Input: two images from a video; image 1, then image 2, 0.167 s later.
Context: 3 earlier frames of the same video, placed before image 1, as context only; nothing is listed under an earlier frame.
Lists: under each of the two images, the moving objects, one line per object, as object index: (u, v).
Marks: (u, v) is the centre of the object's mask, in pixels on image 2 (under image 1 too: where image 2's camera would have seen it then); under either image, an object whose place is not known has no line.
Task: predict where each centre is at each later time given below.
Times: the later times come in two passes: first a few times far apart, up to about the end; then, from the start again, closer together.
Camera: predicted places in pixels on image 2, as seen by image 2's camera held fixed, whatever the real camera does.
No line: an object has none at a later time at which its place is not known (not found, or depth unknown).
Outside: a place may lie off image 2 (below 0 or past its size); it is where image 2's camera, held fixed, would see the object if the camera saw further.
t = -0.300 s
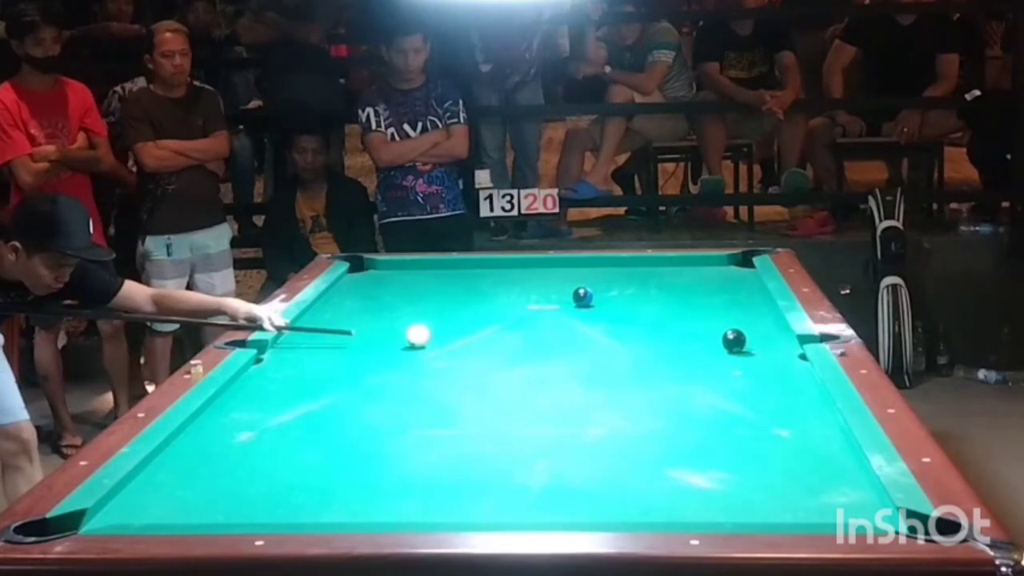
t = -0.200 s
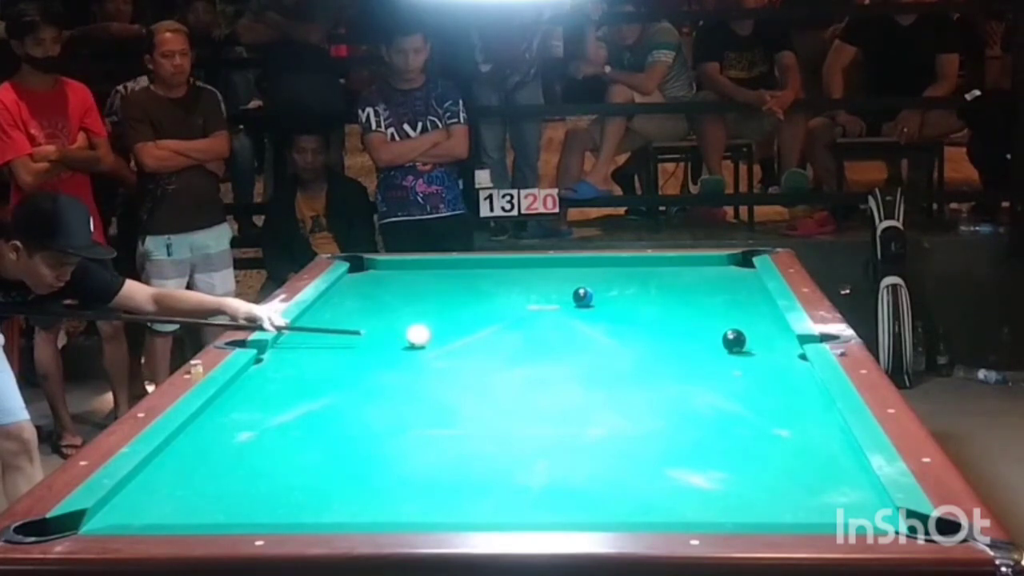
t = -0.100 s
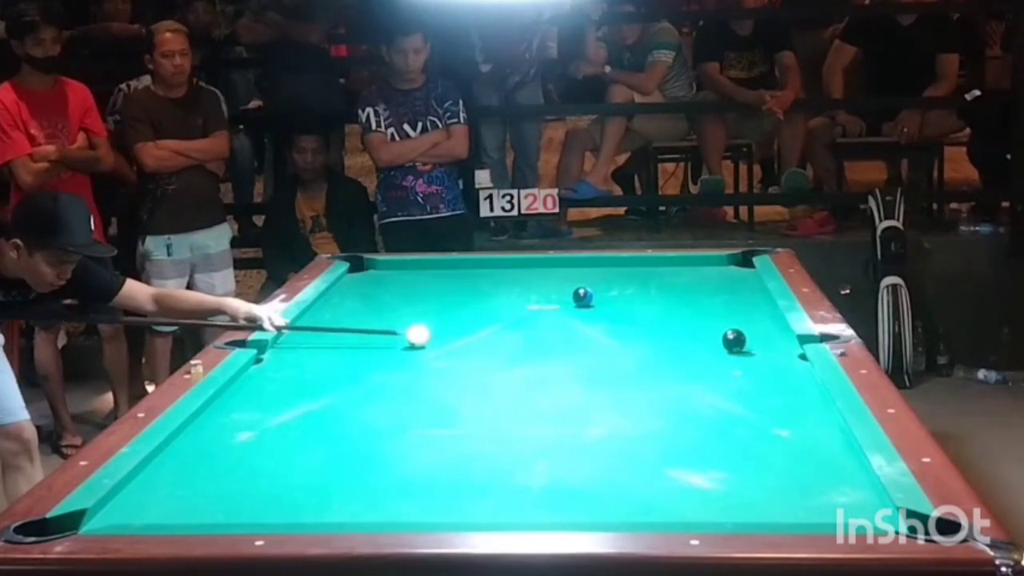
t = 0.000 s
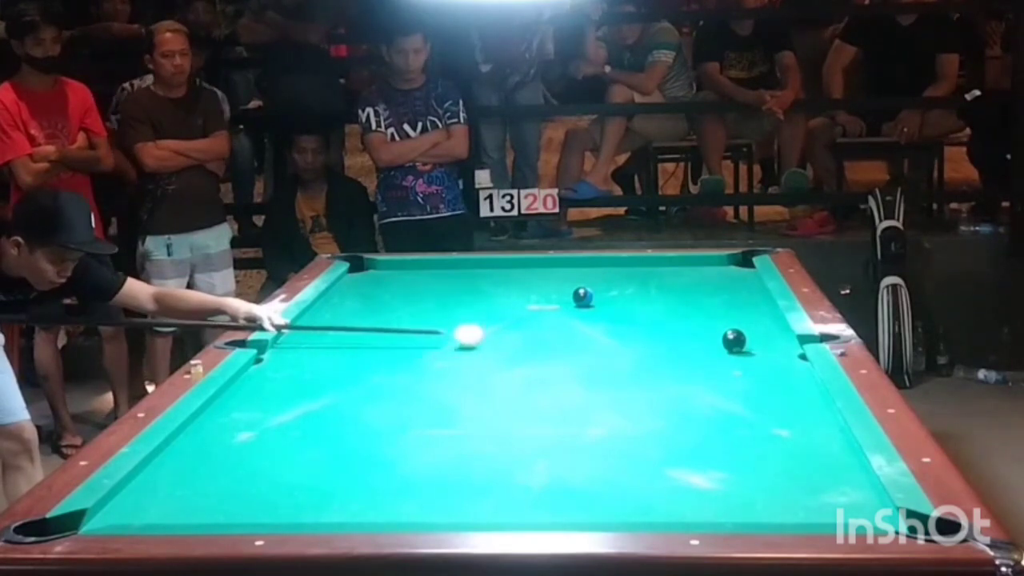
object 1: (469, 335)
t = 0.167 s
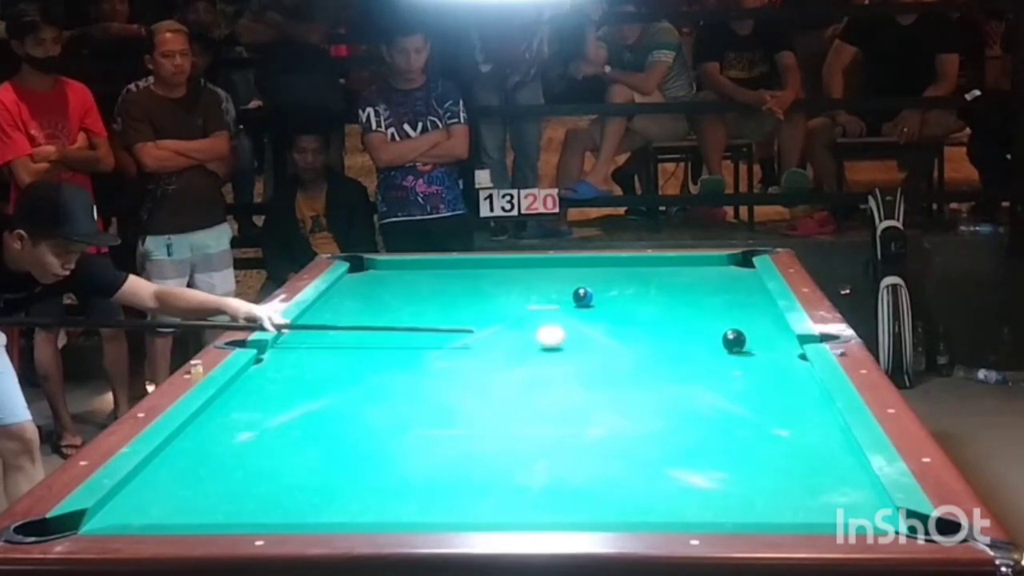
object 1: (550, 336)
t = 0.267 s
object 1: (599, 337)
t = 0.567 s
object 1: (715, 337)
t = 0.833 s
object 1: (752, 333)
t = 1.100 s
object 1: (775, 329)
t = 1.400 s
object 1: (752, 324)
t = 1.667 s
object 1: (734, 320)
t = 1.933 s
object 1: (719, 317)
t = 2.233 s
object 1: (704, 314)
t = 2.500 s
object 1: (693, 312)
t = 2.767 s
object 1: (684, 310)
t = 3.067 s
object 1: (677, 310)
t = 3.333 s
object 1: (671, 308)
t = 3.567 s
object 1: (667, 308)
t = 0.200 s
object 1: (567, 336)
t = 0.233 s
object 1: (583, 337)
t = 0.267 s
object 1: (599, 337)
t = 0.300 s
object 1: (616, 337)
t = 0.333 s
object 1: (632, 337)
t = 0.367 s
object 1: (649, 337)
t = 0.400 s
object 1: (665, 338)
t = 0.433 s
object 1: (682, 338)
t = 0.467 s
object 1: (698, 338)
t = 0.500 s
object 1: (710, 338)
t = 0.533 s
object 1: (712, 337)
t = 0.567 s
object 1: (715, 337)
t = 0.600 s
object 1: (719, 336)
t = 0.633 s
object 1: (724, 336)
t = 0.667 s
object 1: (728, 335)
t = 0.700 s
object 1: (733, 335)
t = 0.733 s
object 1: (738, 334)
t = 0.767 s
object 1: (742, 334)
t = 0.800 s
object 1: (747, 333)
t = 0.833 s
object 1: (752, 333)
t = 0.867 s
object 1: (756, 333)
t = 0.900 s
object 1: (761, 332)
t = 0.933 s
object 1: (766, 332)
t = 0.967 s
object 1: (770, 332)
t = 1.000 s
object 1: (774, 331)
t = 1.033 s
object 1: (778, 331)
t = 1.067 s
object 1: (778, 330)
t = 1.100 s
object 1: (775, 329)
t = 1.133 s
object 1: (772, 328)
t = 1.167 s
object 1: (770, 328)
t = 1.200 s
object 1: (767, 327)
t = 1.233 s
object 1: (764, 327)
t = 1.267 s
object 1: (762, 327)
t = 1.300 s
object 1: (759, 326)
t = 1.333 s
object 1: (757, 325)
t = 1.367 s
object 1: (755, 325)
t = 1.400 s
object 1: (752, 324)
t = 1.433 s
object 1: (750, 324)
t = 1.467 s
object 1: (747, 323)
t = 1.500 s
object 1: (745, 323)
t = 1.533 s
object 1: (743, 322)
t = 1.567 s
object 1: (741, 322)
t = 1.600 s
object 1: (739, 321)
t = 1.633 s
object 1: (736, 321)
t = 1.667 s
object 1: (734, 320)
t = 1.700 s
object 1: (732, 320)
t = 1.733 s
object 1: (730, 320)
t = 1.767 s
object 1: (729, 319)
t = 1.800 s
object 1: (727, 318)
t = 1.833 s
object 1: (725, 318)
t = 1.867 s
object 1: (723, 318)
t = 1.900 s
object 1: (721, 318)
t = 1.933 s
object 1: (719, 317)
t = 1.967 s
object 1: (717, 317)
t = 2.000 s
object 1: (715, 316)
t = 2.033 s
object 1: (714, 316)
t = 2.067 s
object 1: (712, 316)
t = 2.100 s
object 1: (710, 316)
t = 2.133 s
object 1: (709, 315)
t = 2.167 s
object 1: (707, 315)
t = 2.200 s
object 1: (706, 315)
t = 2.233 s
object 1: (704, 314)
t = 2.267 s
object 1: (703, 314)
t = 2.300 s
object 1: (701, 314)
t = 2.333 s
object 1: (700, 313)
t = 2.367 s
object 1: (699, 313)
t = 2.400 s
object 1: (697, 313)
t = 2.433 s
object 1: (696, 313)
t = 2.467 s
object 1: (694, 312)
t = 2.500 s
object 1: (693, 312)
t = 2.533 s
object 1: (692, 312)
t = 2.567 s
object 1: (691, 312)
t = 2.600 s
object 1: (690, 311)
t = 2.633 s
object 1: (688, 311)
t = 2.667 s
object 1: (687, 311)
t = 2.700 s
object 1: (686, 311)
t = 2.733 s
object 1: (685, 311)
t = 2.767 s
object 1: (684, 310)
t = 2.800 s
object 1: (683, 310)
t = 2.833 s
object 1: (682, 310)
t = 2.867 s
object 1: (681, 310)
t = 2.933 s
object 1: (680, 310)
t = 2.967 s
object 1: (680, 310)
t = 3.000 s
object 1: (679, 310)
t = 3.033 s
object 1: (678, 310)
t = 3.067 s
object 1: (677, 310)
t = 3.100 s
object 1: (676, 309)
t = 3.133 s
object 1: (675, 309)
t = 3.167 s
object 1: (674, 309)
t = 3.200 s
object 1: (674, 309)
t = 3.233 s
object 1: (673, 309)
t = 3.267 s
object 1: (672, 309)
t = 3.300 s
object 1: (672, 309)
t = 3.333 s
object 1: (671, 308)
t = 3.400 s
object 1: (669, 308)
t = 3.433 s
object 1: (669, 308)
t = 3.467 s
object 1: (668, 308)
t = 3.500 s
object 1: (668, 308)
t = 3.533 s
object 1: (668, 308)
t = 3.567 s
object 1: (667, 308)
